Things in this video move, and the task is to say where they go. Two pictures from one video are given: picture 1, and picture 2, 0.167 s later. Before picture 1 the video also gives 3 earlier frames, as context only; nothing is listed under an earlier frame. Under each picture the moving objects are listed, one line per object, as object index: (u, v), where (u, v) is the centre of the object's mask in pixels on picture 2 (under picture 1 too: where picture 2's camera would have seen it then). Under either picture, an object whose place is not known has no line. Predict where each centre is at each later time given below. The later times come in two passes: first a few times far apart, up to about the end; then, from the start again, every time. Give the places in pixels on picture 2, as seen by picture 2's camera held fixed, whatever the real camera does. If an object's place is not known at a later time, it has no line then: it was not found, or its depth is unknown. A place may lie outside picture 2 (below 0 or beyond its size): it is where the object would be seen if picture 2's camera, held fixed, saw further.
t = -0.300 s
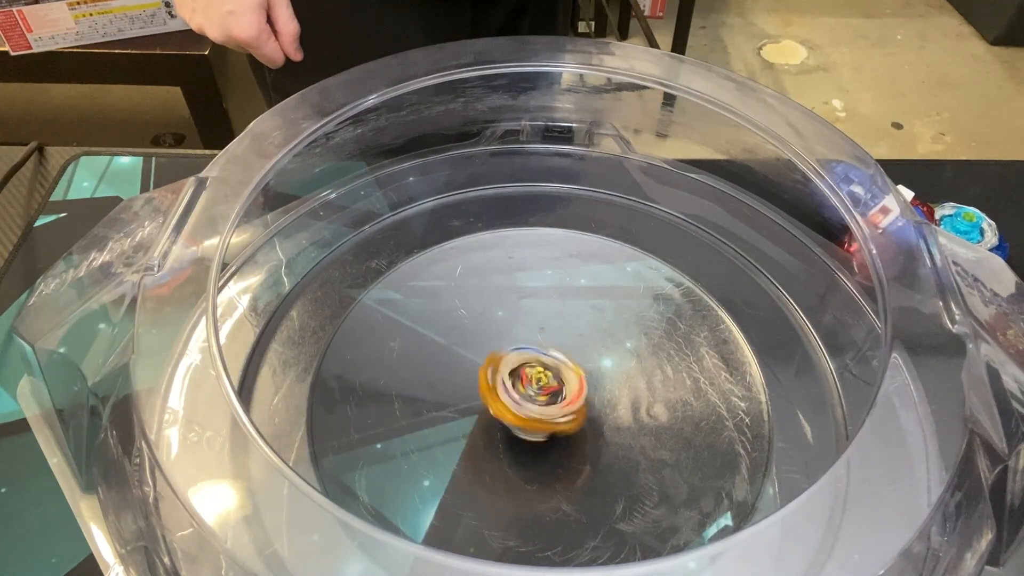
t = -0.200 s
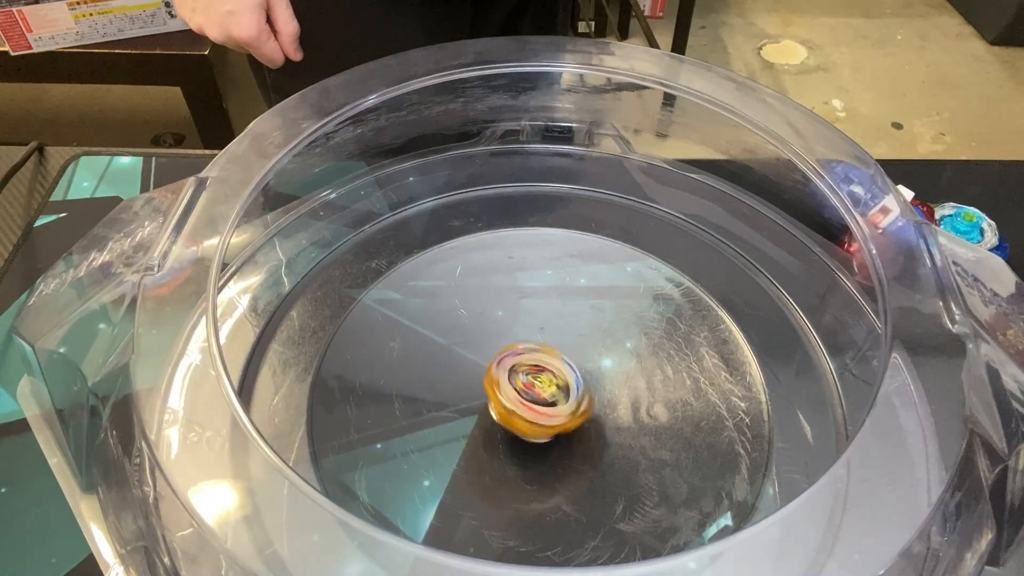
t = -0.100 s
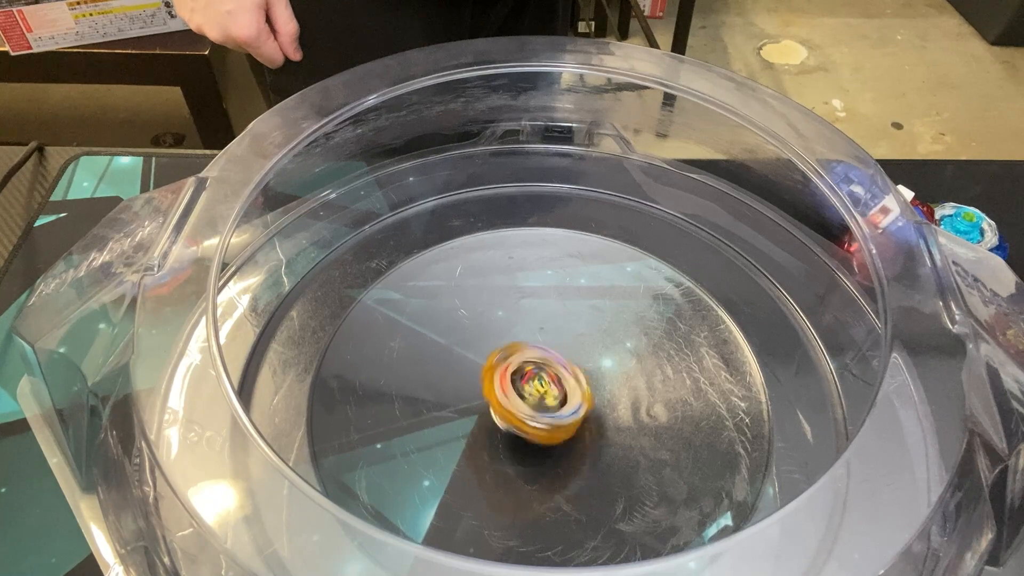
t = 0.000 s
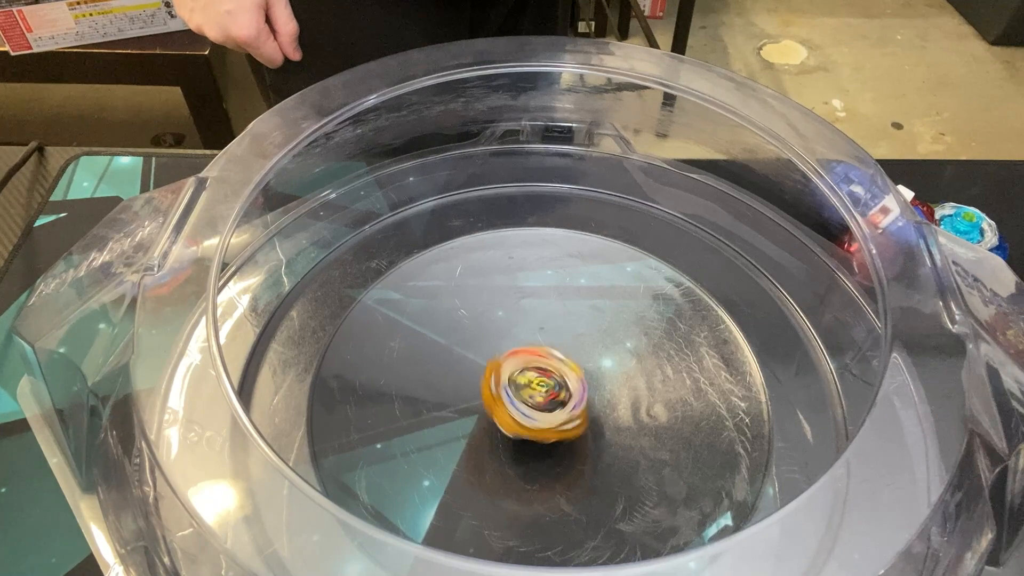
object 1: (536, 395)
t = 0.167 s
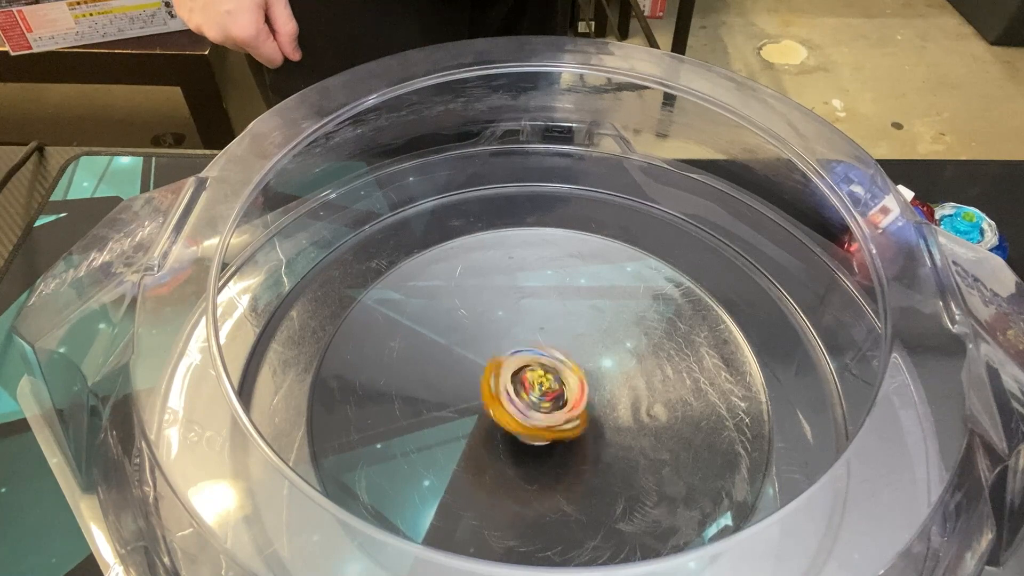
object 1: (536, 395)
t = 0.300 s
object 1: (537, 394)
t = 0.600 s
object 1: (536, 392)
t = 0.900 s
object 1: (534, 392)
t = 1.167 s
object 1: (535, 390)
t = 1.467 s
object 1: (535, 394)
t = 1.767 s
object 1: (536, 393)
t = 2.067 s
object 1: (535, 393)
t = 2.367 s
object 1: (533, 391)
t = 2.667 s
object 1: (534, 391)
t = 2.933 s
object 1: (536, 395)
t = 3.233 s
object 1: (536, 392)
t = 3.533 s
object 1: (533, 389)
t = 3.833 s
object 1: (536, 397)
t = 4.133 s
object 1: (535, 393)
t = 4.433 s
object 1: (531, 388)
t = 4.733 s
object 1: (536, 396)
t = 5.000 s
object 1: (536, 400)
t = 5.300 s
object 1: (533, 389)
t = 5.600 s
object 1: (533, 389)
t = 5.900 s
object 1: (536, 398)
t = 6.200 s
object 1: (535, 392)
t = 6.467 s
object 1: (530, 387)
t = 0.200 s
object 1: (536, 395)
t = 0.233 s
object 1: (536, 394)
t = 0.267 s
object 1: (537, 394)
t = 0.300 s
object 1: (537, 394)
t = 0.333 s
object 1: (536, 395)
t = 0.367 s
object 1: (535, 395)
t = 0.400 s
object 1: (536, 394)
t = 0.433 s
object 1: (537, 394)
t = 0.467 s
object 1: (537, 395)
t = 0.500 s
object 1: (536, 395)
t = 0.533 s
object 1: (535, 394)
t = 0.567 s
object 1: (535, 393)
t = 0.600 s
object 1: (536, 392)
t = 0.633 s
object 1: (536, 392)
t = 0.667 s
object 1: (535, 393)
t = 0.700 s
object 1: (535, 393)
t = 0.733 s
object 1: (534, 392)
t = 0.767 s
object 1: (535, 391)
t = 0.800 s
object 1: (536, 391)
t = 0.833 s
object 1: (536, 392)
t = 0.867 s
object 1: (534, 392)
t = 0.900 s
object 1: (534, 392)
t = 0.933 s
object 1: (535, 391)
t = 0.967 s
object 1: (535, 391)
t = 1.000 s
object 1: (536, 392)
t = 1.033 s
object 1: (535, 392)
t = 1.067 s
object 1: (534, 392)
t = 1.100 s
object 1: (534, 391)
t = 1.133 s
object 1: (534, 391)
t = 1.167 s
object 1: (535, 390)
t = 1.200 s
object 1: (535, 392)
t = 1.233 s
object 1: (535, 392)
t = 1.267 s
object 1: (535, 392)
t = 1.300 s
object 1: (534, 392)
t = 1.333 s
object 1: (535, 392)
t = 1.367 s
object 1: (536, 392)
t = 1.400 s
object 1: (537, 393)
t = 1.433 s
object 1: (536, 394)
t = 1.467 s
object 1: (535, 394)
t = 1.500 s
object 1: (535, 394)
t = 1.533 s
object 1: (536, 394)
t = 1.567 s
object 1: (537, 394)
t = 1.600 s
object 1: (537, 395)
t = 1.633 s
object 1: (536, 395)
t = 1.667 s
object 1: (536, 395)
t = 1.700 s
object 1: (536, 395)
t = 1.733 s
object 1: (536, 394)
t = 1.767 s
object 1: (536, 393)
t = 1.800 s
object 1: (536, 393)
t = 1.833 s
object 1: (536, 393)
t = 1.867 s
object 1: (535, 393)
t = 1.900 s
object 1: (535, 393)
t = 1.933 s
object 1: (535, 392)
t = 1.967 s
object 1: (535, 392)
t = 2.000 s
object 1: (536, 391)
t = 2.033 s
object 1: (536, 392)
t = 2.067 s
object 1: (535, 393)
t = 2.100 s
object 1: (535, 392)
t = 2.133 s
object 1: (534, 392)
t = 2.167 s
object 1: (534, 391)
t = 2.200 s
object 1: (535, 391)
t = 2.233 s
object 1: (535, 391)
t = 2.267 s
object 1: (535, 392)
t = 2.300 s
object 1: (534, 392)
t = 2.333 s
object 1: (534, 392)
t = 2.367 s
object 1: (533, 391)
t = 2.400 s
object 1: (533, 391)
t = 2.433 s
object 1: (534, 390)
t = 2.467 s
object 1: (534, 390)
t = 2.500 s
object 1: (535, 390)
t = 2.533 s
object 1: (535, 391)
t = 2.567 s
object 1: (534, 391)
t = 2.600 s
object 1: (534, 391)
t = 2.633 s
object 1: (534, 391)
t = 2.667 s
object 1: (534, 391)
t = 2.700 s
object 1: (535, 391)
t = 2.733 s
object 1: (536, 391)
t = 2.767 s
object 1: (536, 393)
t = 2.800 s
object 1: (536, 393)
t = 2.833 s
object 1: (535, 394)
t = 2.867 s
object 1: (535, 394)
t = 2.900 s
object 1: (535, 395)
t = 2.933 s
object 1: (536, 395)
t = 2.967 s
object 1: (537, 395)
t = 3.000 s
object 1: (537, 395)
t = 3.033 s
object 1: (537, 396)
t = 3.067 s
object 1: (537, 396)
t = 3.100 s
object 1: (536, 396)
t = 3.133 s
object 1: (536, 395)
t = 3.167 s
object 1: (536, 394)
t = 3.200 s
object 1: (535, 393)
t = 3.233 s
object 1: (536, 392)
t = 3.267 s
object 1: (535, 391)
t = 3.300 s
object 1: (535, 391)
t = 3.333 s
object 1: (535, 391)
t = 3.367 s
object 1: (534, 390)
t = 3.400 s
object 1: (533, 390)
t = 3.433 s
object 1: (532, 390)
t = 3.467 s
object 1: (532, 389)
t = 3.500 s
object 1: (532, 389)
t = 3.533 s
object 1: (533, 389)
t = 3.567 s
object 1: (534, 389)
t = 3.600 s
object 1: (535, 390)
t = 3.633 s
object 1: (536, 392)
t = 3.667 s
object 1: (536, 393)
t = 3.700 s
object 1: (535, 394)
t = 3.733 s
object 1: (536, 395)
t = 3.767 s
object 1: (536, 396)
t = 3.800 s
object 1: (536, 396)
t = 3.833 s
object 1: (536, 397)
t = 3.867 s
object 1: (536, 397)
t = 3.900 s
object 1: (537, 398)
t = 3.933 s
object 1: (537, 398)
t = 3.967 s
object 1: (537, 398)
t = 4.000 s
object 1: (537, 397)
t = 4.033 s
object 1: (537, 397)
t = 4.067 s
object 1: (536, 395)
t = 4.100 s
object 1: (536, 394)
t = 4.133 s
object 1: (535, 393)
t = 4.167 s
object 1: (534, 392)
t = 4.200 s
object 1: (534, 391)
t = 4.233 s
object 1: (532, 389)
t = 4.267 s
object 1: (532, 388)
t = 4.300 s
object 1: (531, 388)
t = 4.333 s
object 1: (531, 387)
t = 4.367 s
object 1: (531, 387)
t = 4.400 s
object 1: (531, 388)
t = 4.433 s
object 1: (531, 388)
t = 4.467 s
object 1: (530, 388)
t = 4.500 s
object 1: (531, 388)
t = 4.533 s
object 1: (531, 389)
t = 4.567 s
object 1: (532, 390)
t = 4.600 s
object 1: (533, 391)
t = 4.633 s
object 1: (534, 392)
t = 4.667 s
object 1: (535, 393)
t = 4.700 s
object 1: (536, 394)
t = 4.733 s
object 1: (536, 396)
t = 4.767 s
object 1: (536, 397)
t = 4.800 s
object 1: (536, 398)
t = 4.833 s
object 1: (536, 399)
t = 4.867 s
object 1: (536, 400)
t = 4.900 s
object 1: (536, 400)
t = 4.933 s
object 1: (536, 400)
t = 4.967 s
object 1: (536, 400)
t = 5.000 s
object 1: (536, 400)
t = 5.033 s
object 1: (536, 399)
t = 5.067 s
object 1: (536, 398)
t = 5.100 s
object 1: (536, 397)
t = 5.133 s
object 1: (536, 396)
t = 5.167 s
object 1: (535, 394)
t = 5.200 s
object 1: (535, 393)
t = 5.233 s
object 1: (534, 392)
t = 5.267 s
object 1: (534, 390)
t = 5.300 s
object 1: (533, 389)
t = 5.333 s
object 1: (532, 388)
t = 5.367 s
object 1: (531, 387)
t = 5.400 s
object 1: (530, 387)
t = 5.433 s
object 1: (530, 387)
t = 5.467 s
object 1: (530, 387)
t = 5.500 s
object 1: (530, 387)
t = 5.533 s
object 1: (531, 387)
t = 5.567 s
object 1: (532, 388)
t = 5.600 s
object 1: (533, 389)
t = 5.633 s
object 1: (534, 390)
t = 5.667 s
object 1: (534, 391)
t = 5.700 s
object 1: (535, 392)
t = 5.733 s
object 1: (535, 393)
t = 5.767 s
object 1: (536, 394)
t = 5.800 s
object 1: (536, 396)
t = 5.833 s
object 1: (536, 397)
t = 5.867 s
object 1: (536, 398)
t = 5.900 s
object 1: (536, 398)
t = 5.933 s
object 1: (536, 398)
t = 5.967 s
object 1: (536, 398)
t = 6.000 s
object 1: (536, 398)
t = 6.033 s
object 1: (536, 397)
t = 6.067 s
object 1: (536, 396)
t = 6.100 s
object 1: (536, 395)
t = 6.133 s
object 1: (536, 394)
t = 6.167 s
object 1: (535, 393)
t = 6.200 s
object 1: (535, 392)
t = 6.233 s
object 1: (534, 391)
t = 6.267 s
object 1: (533, 390)
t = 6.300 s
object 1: (532, 389)
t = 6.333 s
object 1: (531, 388)
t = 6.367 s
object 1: (531, 388)
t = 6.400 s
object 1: (530, 388)
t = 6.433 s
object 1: (530, 388)
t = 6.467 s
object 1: (530, 387)
